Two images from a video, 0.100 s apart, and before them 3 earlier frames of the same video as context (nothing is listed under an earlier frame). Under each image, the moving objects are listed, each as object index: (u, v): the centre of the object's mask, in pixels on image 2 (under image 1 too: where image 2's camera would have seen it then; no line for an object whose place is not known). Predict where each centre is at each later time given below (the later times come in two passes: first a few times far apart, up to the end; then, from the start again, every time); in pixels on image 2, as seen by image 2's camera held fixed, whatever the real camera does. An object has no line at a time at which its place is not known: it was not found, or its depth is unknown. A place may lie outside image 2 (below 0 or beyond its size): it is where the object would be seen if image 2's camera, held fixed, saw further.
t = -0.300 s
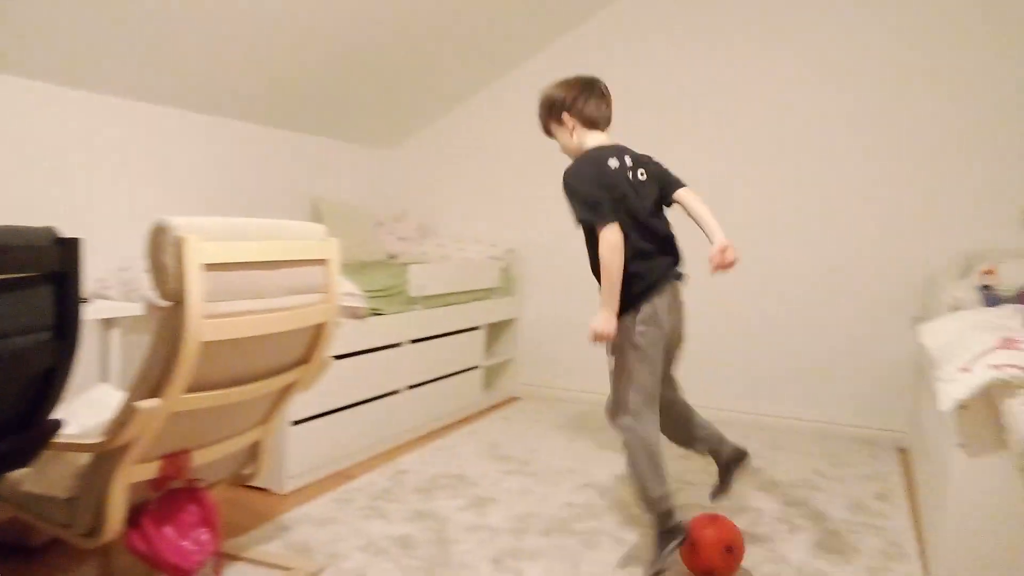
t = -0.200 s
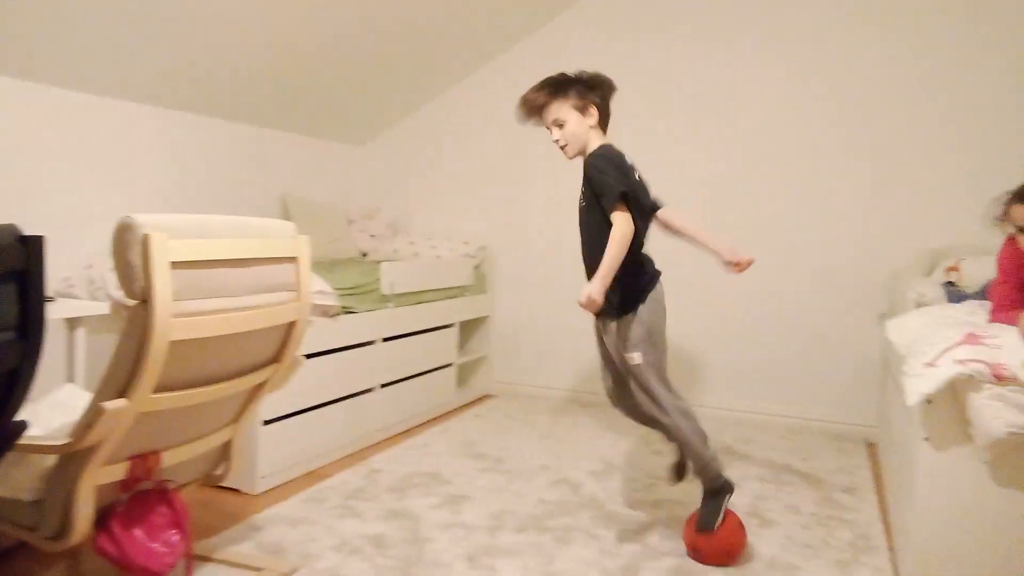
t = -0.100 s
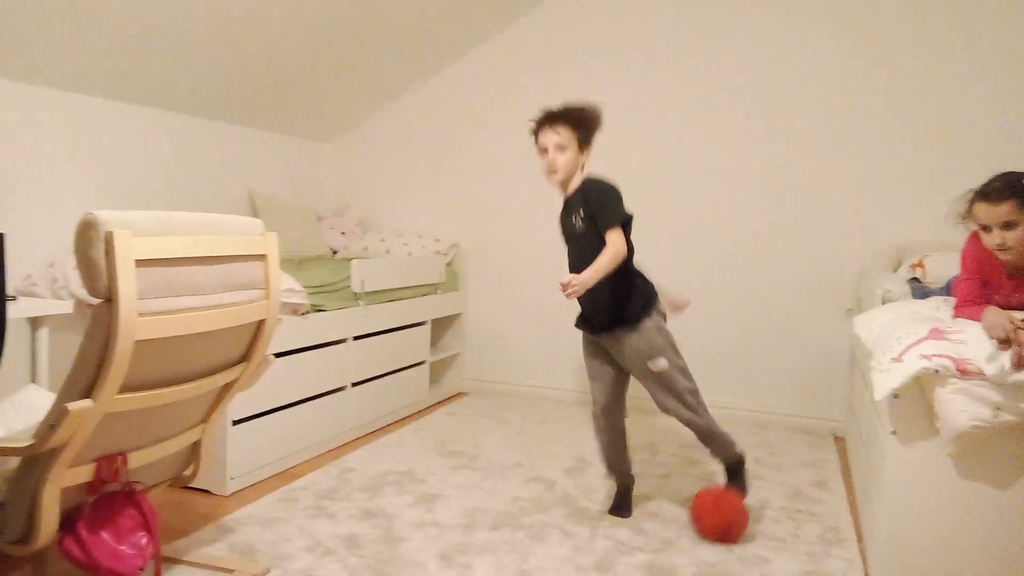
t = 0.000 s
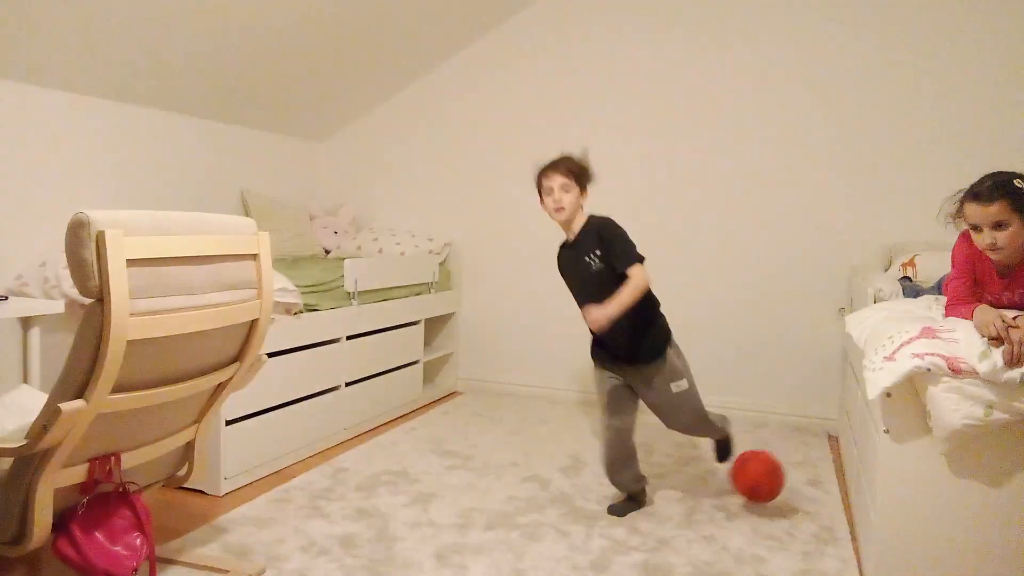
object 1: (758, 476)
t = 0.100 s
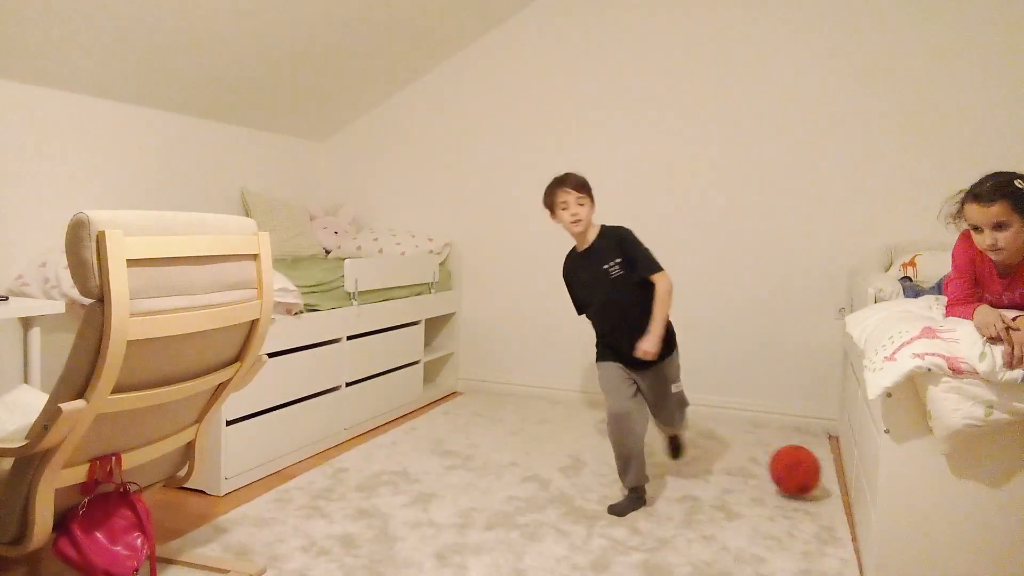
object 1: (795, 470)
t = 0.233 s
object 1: (821, 452)
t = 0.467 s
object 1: (771, 433)
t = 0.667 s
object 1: (743, 418)
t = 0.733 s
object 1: (734, 412)
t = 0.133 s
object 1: (805, 472)
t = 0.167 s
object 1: (816, 465)
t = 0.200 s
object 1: (825, 459)
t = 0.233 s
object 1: (821, 452)
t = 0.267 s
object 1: (812, 448)
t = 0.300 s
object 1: (804, 446)
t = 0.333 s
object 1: (795, 447)
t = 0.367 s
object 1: (789, 443)
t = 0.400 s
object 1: (783, 438)
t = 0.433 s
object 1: (777, 435)
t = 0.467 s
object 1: (771, 433)
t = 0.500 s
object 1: (766, 430)
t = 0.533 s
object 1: (761, 427)
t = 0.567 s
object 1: (757, 425)
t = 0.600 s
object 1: (752, 422)
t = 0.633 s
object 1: (747, 420)
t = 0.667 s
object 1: (743, 418)
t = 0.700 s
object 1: (738, 415)
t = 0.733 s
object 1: (734, 412)
